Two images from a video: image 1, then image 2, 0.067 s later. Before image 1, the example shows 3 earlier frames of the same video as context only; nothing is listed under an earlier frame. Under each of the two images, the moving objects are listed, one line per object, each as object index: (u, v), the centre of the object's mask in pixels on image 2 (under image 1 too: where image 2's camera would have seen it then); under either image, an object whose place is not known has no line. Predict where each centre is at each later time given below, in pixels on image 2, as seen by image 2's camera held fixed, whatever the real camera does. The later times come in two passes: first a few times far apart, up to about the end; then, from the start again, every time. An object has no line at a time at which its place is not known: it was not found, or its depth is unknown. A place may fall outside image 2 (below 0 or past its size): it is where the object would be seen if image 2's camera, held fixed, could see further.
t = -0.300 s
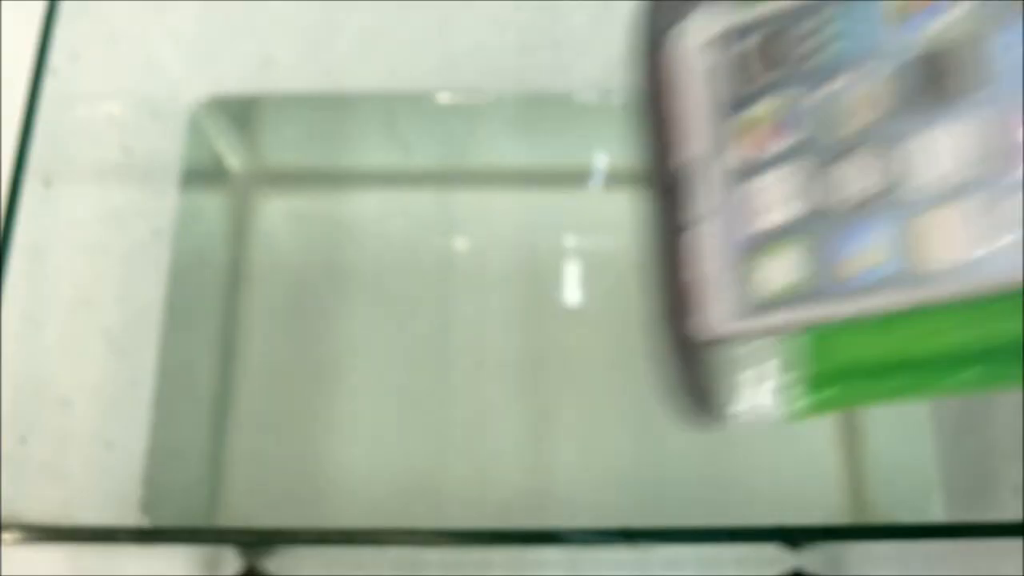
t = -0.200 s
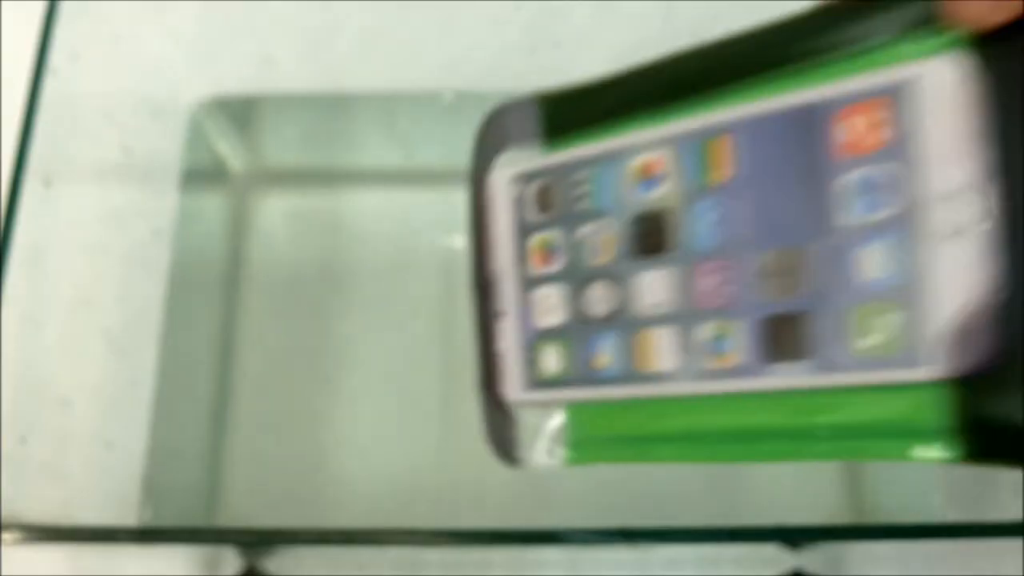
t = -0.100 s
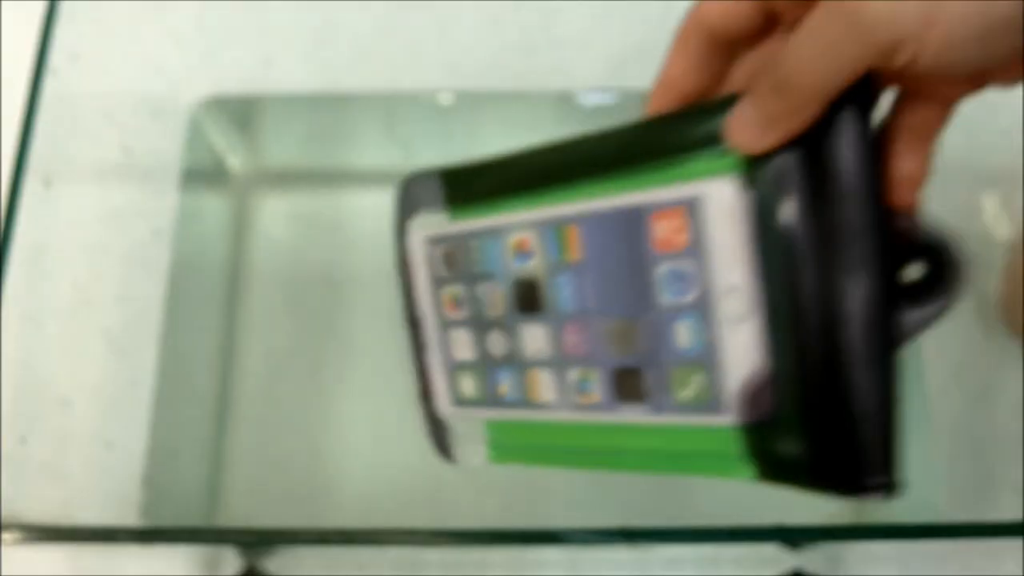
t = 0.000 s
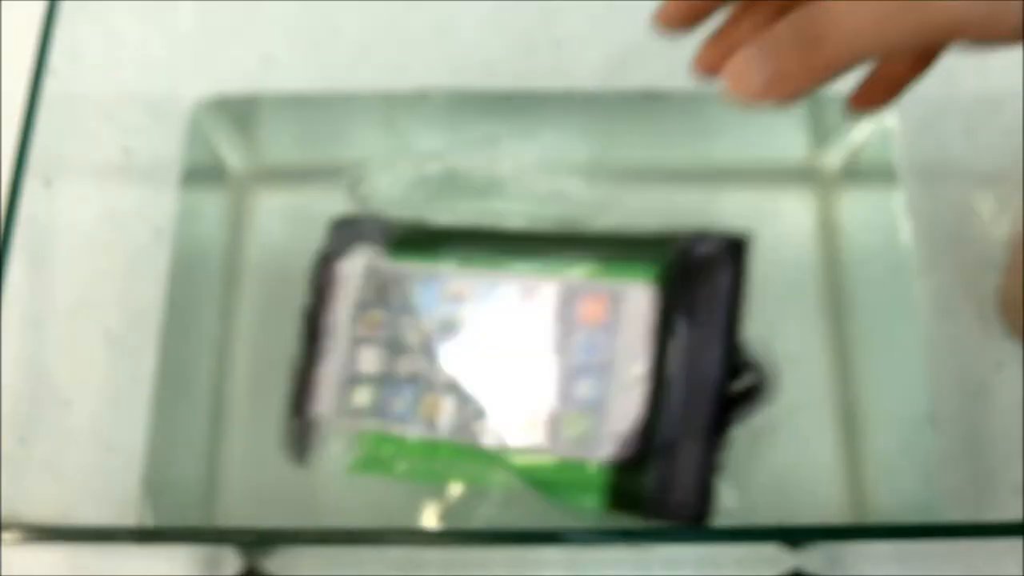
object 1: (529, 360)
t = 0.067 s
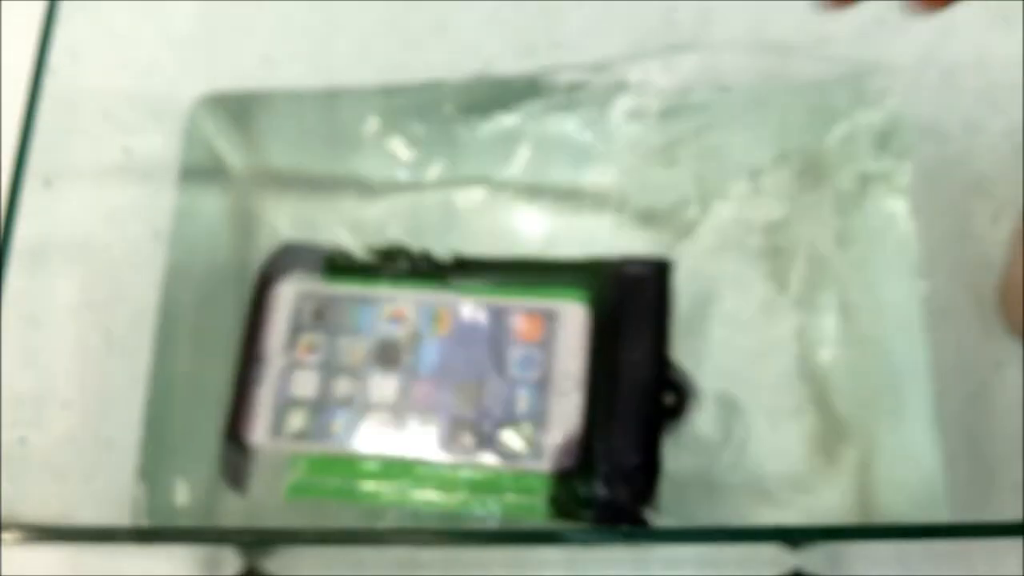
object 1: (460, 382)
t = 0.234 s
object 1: (409, 392)
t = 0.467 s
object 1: (446, 375)
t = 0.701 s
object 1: (495, 352)
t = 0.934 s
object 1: (527, 339)
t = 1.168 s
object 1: (561, 334)
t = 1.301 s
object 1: (565, 324)
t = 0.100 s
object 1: (439, 382)
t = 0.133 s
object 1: (428, 381)
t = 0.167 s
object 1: (419, 385)
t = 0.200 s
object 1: (415, 388)
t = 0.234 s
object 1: (409, 392)
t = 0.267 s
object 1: (405, 389)
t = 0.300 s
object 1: (409, 381)
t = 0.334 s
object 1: (410, 378)
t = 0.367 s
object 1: (419, 371)
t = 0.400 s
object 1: (432, 369)
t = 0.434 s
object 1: (442, 374)
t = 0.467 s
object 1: (446, 375)
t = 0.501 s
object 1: (448, 374)
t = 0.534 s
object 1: (450, 368)
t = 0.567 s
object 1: (455, 364)
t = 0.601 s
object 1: (461, 362)
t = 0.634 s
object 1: (471, 361)
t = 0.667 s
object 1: (483, 357)
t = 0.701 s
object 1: (495, 352)
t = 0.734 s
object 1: (500, 351)
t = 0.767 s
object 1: (510, 350)
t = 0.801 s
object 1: (516, 352)
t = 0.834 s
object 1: (520, 354)
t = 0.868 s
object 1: (522, 353)
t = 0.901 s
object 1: (524, 347)
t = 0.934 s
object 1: (527, 339)
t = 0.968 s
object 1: (531, 333)
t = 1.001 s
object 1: (534, 332)
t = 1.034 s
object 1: (540, 335)
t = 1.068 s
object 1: (544, 339)
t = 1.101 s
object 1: (550, 341)
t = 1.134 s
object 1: (554, 341)
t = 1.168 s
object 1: (561, 334)
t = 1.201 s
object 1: (565, 326)
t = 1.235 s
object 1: (565, 323)
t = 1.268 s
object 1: (564, 322)
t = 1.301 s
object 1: (565, 324)
